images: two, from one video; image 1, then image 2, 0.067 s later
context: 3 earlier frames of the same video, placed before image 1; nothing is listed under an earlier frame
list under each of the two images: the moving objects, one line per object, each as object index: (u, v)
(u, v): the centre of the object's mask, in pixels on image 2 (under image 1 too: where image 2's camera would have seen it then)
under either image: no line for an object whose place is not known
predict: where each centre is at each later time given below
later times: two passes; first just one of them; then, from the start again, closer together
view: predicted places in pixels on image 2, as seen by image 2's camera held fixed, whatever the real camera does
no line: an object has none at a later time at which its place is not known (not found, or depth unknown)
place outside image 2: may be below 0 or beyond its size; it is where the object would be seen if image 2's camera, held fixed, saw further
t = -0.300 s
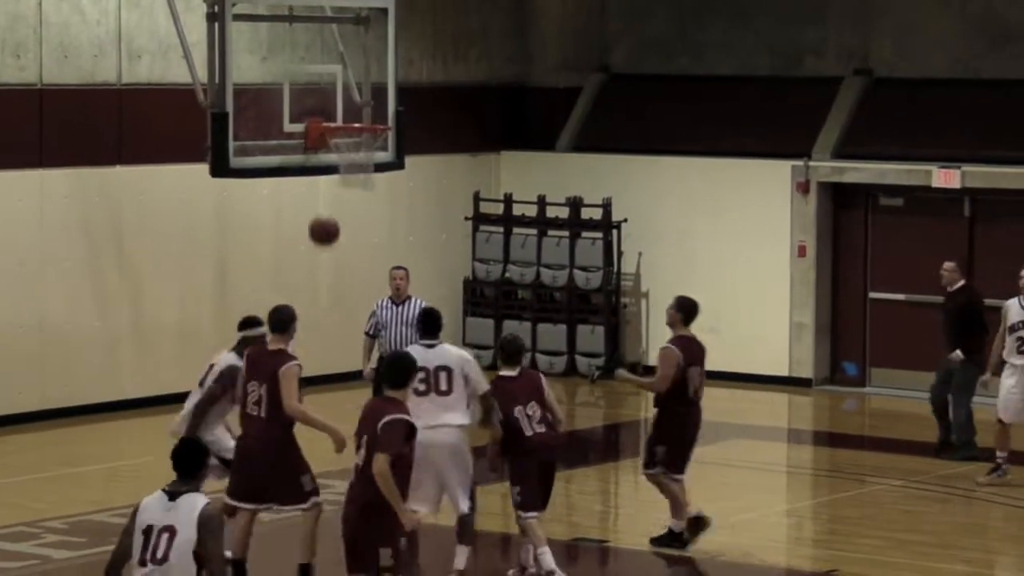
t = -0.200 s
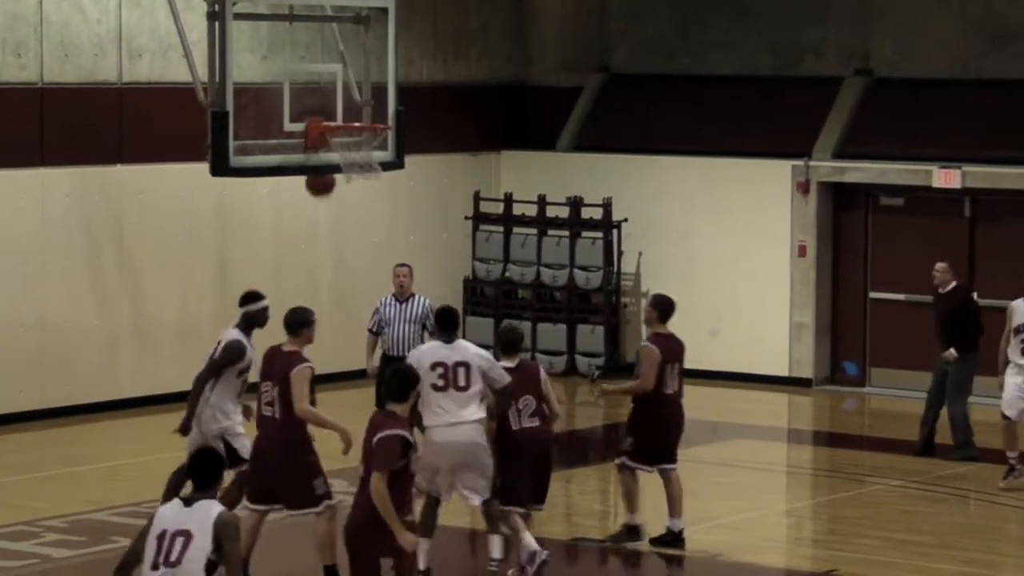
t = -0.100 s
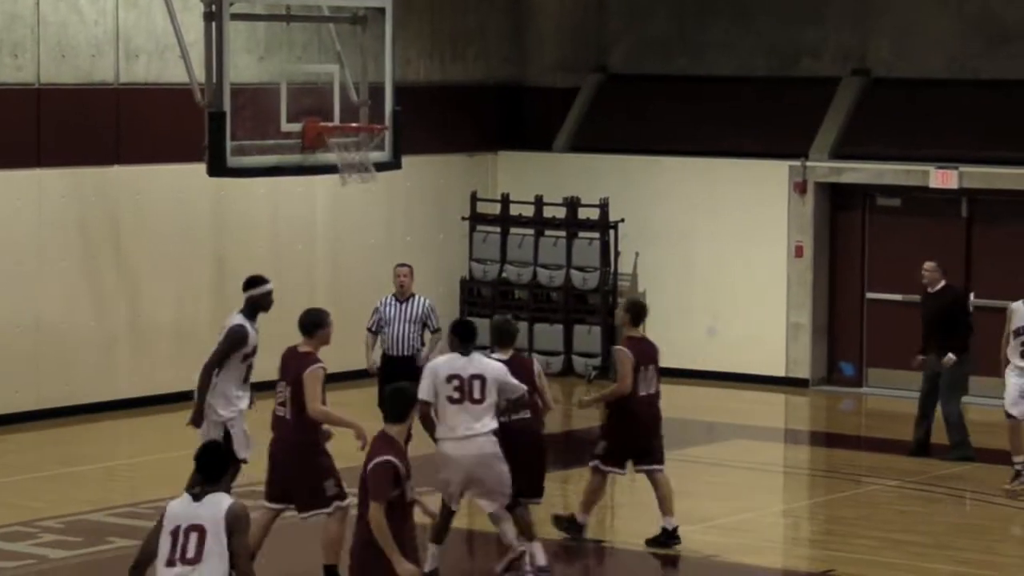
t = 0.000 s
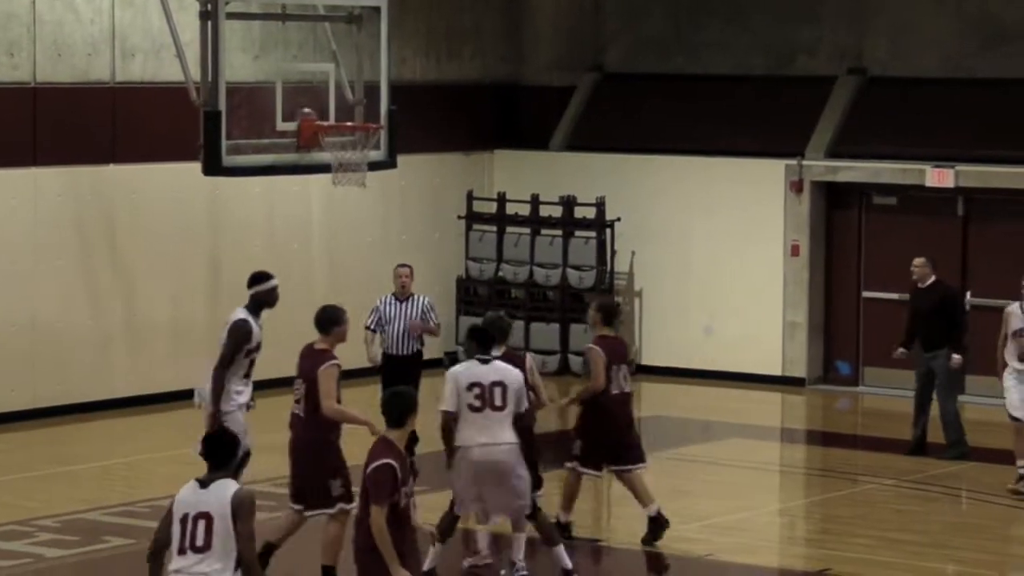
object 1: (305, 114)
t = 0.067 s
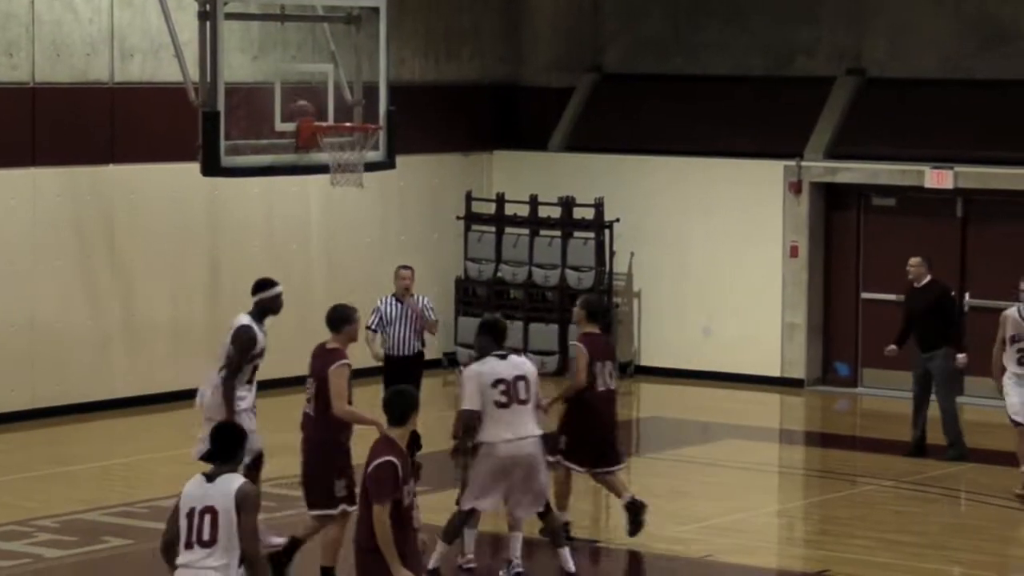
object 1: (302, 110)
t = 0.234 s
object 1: (297, 114)
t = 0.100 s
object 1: (302, 109)
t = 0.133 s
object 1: (301, 108)
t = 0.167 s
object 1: (297, 111)
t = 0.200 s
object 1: (297, 111)
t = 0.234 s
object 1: (297, 114)
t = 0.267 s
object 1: (294, 116)
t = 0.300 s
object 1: (294, 120)
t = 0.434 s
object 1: (287, 180)
